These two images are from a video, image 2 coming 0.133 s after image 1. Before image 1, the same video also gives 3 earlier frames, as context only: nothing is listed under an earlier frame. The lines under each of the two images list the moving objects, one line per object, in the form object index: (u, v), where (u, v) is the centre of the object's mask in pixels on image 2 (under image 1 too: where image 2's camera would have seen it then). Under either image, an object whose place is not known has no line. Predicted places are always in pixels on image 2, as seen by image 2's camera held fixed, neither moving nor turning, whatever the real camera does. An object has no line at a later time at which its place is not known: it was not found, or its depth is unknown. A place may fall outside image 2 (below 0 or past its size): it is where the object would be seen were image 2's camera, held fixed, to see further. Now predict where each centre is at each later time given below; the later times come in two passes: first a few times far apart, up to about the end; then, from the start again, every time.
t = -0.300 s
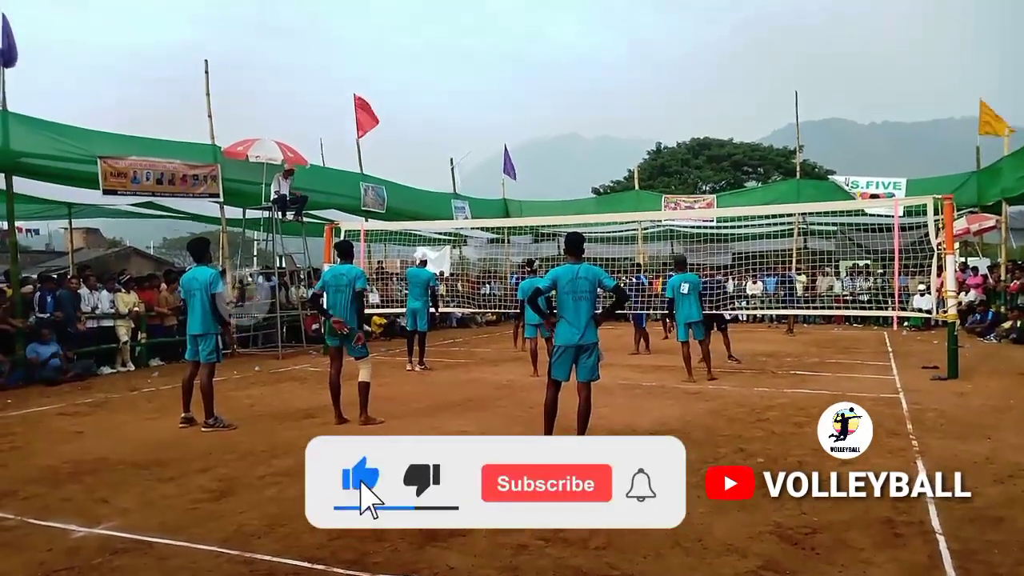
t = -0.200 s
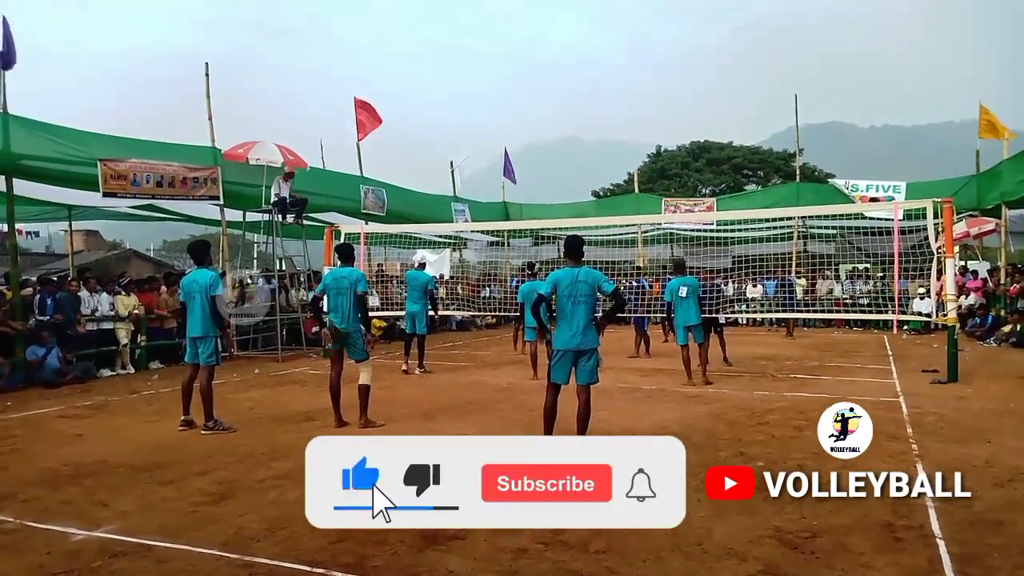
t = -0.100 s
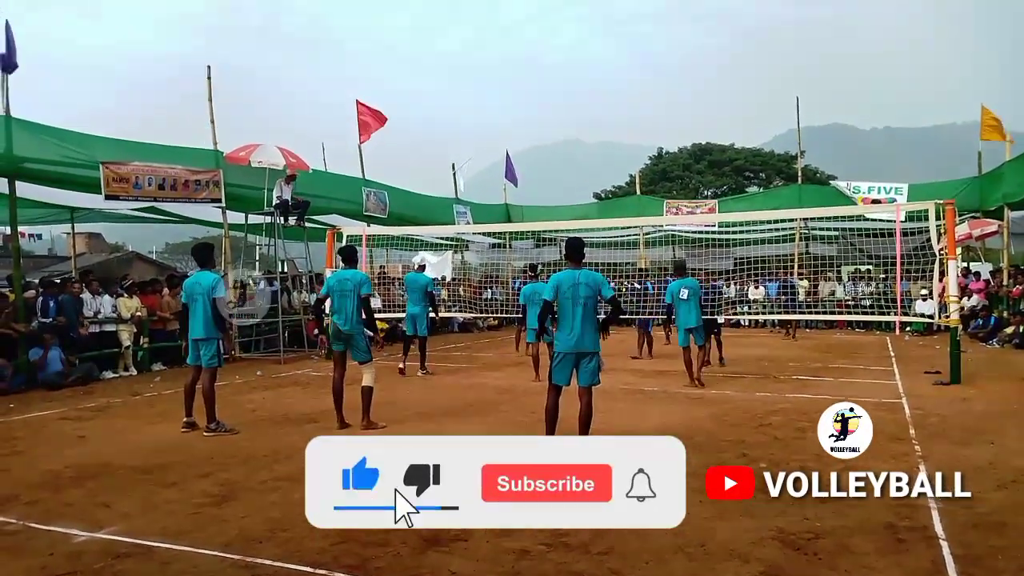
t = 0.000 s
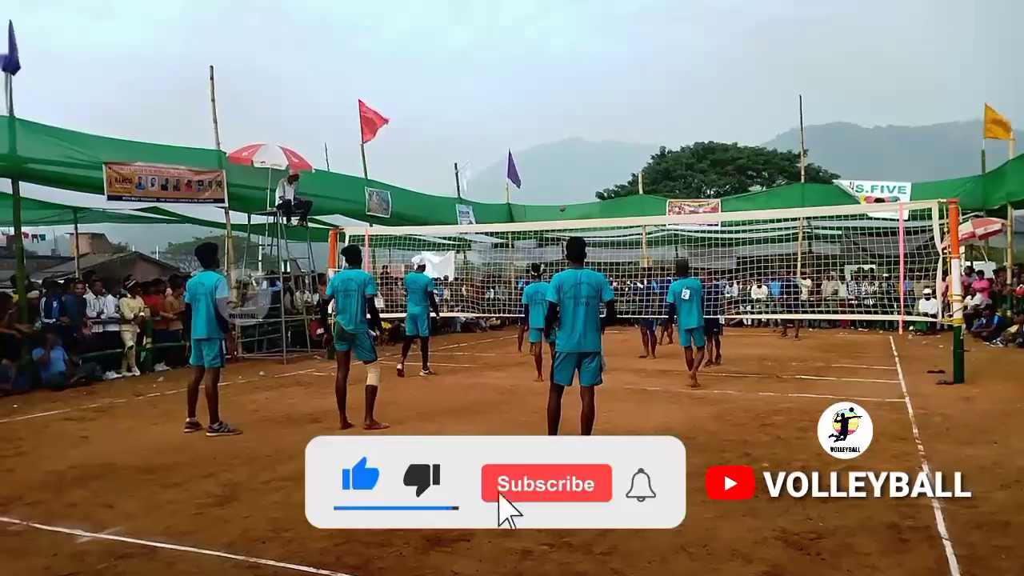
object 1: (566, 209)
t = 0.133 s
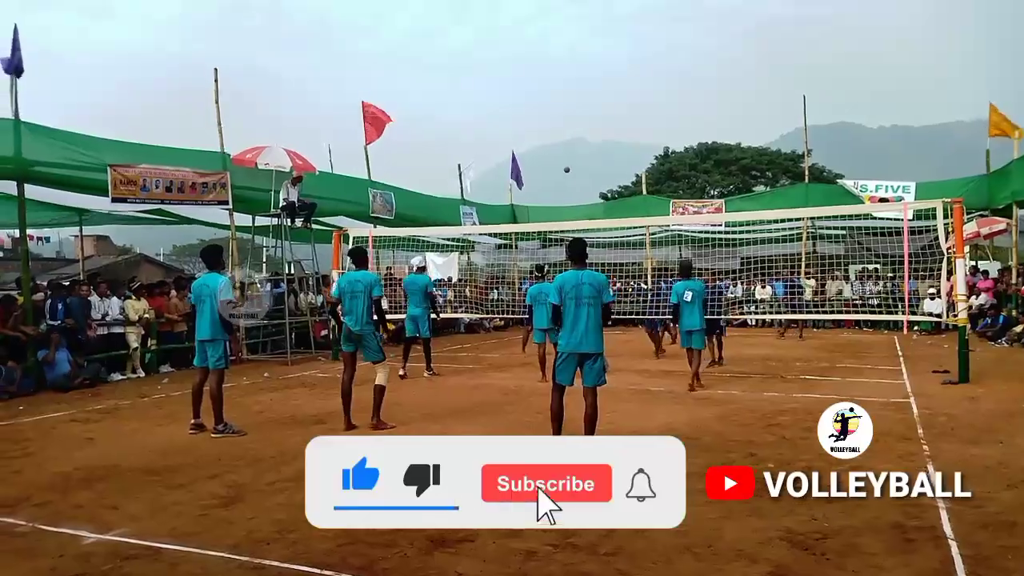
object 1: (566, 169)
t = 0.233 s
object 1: (568, 141)
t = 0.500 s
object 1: (573, 75)
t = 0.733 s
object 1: (580, 32)
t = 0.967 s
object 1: (590, 12)
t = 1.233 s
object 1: (608, 25)
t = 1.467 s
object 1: (631, 91)
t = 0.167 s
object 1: (567, 160)
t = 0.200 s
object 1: (567, 150)
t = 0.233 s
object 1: (568, 141)
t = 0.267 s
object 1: (568, 131)
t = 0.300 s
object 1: (569, 123)
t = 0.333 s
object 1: (569, 114)
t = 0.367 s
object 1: (570, 106)
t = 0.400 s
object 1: (571, 97)
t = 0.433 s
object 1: (572, 89)
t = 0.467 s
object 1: (572, 82)
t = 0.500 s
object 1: (573, 75)
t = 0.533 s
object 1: (574, 68)
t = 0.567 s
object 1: (575, 61)
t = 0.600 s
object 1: (576, 55)
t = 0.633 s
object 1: (577, 49)
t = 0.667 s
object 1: (578, 43)
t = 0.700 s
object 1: (578, 37)
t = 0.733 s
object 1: (580, 32)
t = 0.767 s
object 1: (582, 28)
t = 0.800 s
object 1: (583, 24)
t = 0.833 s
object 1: (584, 20)
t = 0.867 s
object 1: (586, 17)
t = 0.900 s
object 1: (587, 14)
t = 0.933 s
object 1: (589, 13)
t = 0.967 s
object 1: (590, 12)
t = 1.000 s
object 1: (592, 12)
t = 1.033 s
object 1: (594, 11)
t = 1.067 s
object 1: (596, 11)
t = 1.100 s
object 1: (598, 11)
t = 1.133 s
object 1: (600, 13)
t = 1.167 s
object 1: (602, 16)
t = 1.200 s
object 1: (605, 20)
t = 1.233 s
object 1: (608, 25)
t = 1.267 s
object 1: (610, 30)
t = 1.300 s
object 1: (613, 37)
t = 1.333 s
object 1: (617, 45)
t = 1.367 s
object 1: (620, 55)
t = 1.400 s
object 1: (623, 65)
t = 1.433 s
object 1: (627, 78)
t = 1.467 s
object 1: (631, 91)
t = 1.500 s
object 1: (635, 107)
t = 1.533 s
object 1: (639, 125)
